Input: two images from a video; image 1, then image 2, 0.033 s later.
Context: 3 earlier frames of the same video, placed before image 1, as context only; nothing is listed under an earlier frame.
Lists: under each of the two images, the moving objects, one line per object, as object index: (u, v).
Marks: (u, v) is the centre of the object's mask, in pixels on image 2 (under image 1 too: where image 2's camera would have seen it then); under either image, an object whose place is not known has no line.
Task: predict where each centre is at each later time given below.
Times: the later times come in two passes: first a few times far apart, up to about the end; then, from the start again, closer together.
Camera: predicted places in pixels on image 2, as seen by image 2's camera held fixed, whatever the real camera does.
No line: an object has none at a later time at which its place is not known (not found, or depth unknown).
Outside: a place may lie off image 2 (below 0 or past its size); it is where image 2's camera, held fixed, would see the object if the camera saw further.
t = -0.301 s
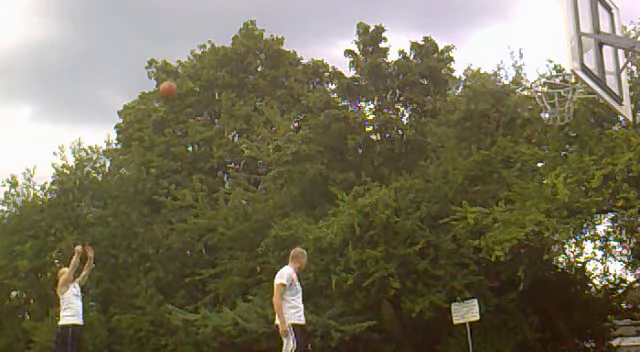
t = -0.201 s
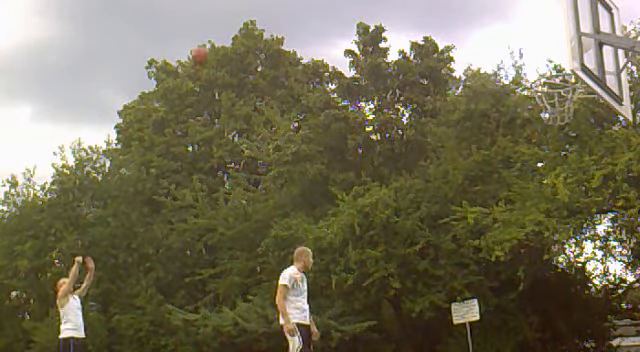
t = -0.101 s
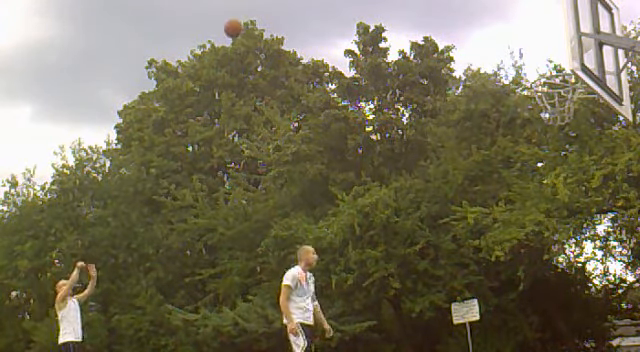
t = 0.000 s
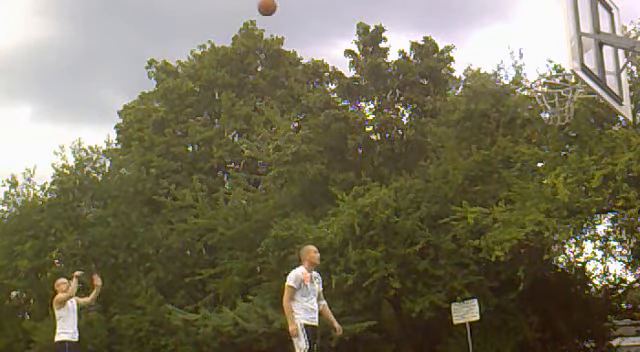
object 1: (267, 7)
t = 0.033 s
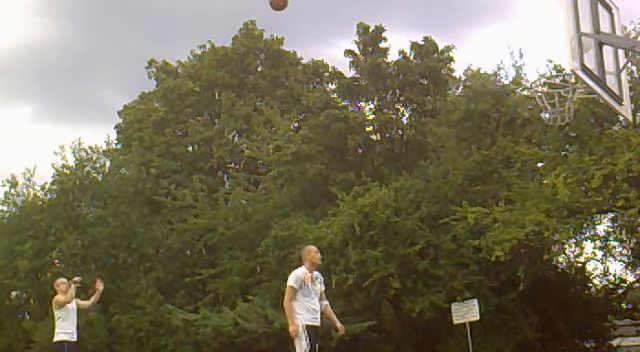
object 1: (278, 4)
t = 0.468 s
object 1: (443, 8)
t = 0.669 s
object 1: (536, 67)
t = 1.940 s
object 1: (545, 340)
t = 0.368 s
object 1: (402, 1)
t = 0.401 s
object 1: (415, 2)
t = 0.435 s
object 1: (429, 5)
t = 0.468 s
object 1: (443, 8)
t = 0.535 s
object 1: (473, 22)
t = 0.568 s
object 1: (488, 32)
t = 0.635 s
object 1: (520, 54)
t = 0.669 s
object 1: (536, 67)
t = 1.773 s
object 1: (550, 342)
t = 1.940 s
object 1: (545, 340)
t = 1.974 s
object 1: (543, 324)
